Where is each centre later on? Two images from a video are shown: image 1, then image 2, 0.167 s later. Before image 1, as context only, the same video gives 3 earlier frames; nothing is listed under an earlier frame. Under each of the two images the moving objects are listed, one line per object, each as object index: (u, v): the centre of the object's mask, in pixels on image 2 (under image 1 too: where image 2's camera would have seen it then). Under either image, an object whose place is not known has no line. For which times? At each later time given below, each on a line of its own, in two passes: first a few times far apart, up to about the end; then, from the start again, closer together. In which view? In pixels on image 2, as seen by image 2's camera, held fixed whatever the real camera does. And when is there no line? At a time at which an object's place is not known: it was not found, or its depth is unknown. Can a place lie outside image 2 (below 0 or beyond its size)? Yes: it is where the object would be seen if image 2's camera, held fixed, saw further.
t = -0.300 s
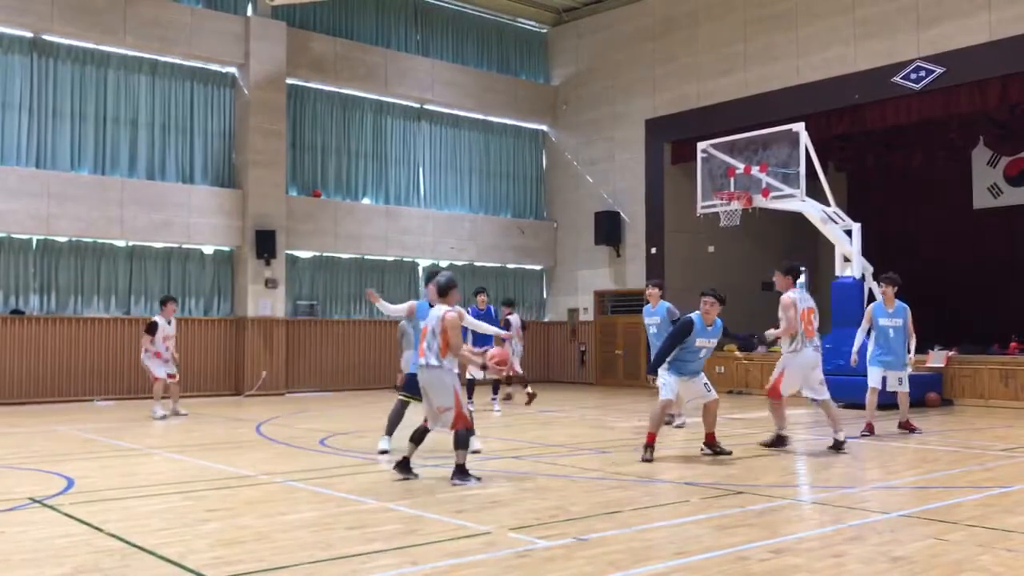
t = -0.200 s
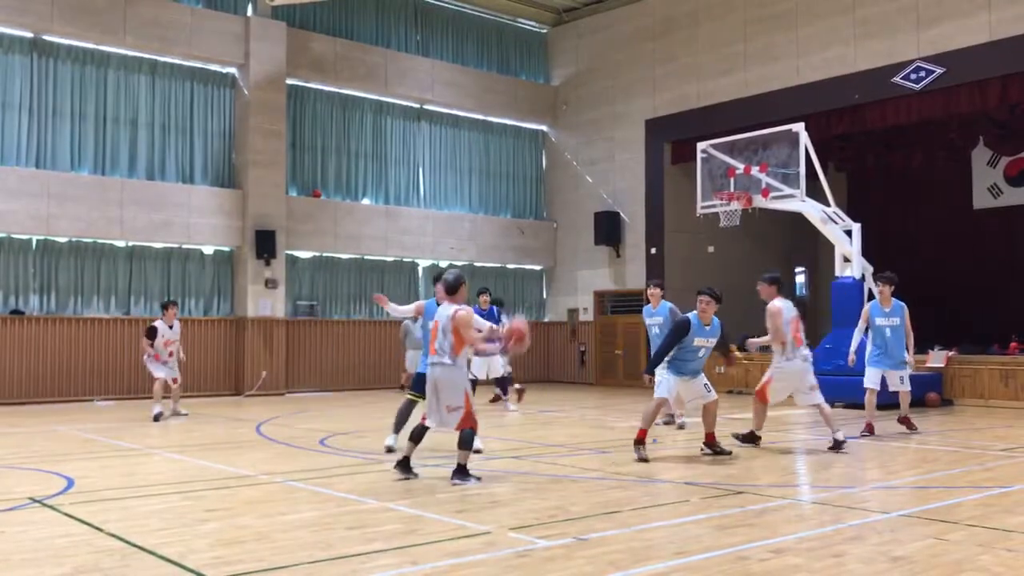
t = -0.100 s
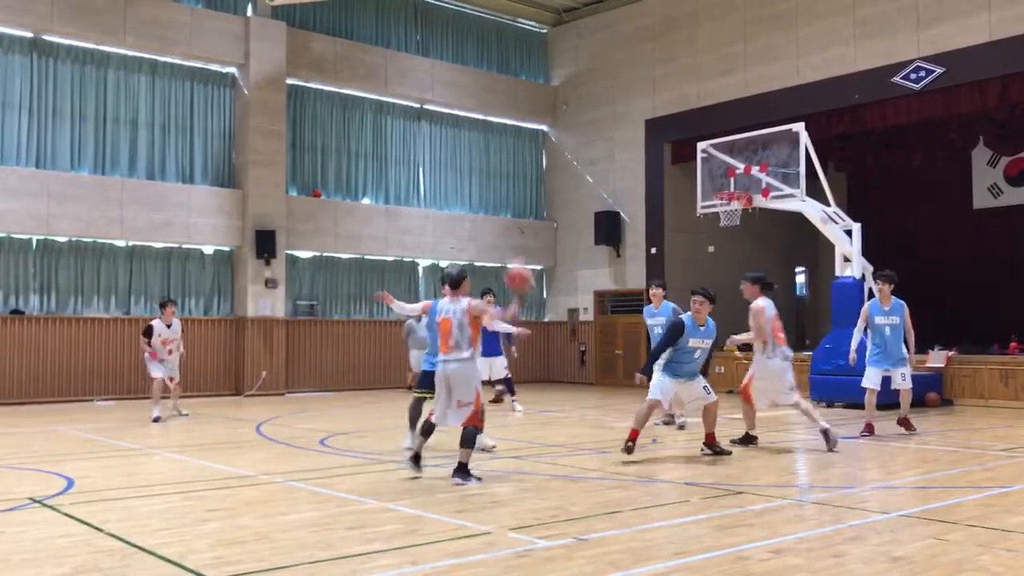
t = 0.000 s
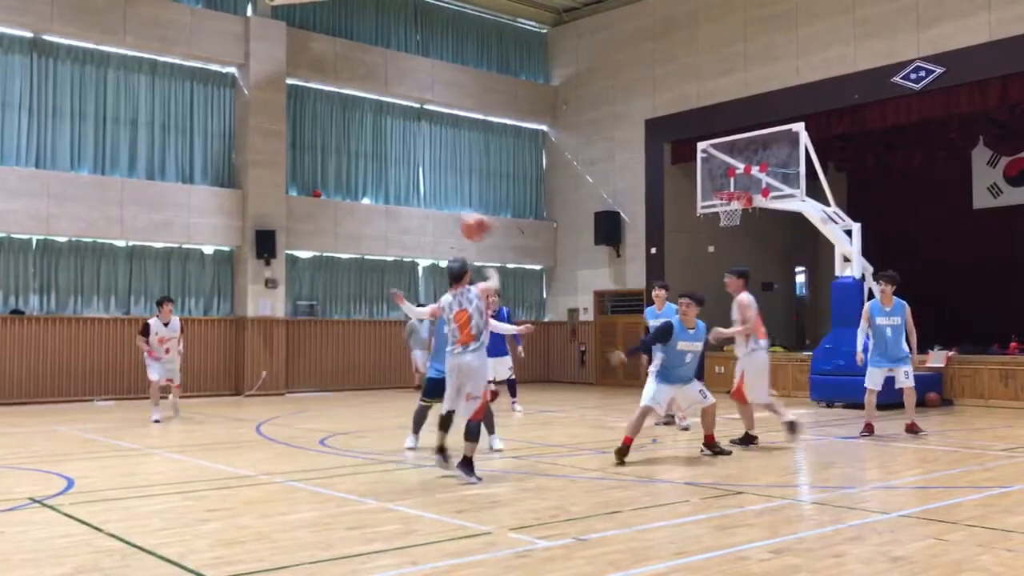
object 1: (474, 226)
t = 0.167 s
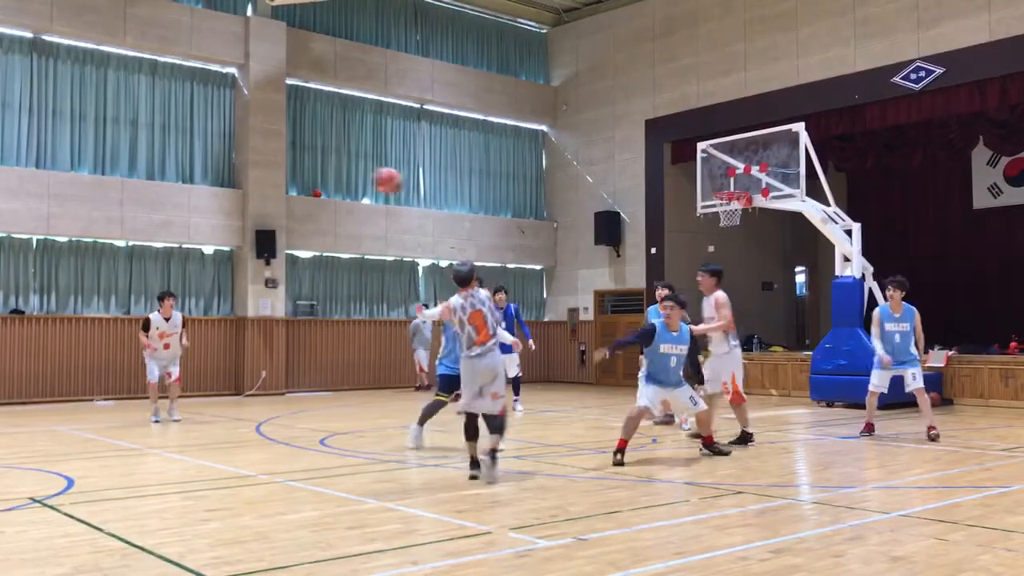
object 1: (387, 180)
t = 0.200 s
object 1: (372, 177)
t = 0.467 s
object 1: (268, 178)
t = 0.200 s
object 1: (372, 177)
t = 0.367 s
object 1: (304, 170)
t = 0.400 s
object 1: (293, 172)
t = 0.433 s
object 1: (280, 175)
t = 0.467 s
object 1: (268, 178)
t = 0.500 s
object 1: (256, 183)
